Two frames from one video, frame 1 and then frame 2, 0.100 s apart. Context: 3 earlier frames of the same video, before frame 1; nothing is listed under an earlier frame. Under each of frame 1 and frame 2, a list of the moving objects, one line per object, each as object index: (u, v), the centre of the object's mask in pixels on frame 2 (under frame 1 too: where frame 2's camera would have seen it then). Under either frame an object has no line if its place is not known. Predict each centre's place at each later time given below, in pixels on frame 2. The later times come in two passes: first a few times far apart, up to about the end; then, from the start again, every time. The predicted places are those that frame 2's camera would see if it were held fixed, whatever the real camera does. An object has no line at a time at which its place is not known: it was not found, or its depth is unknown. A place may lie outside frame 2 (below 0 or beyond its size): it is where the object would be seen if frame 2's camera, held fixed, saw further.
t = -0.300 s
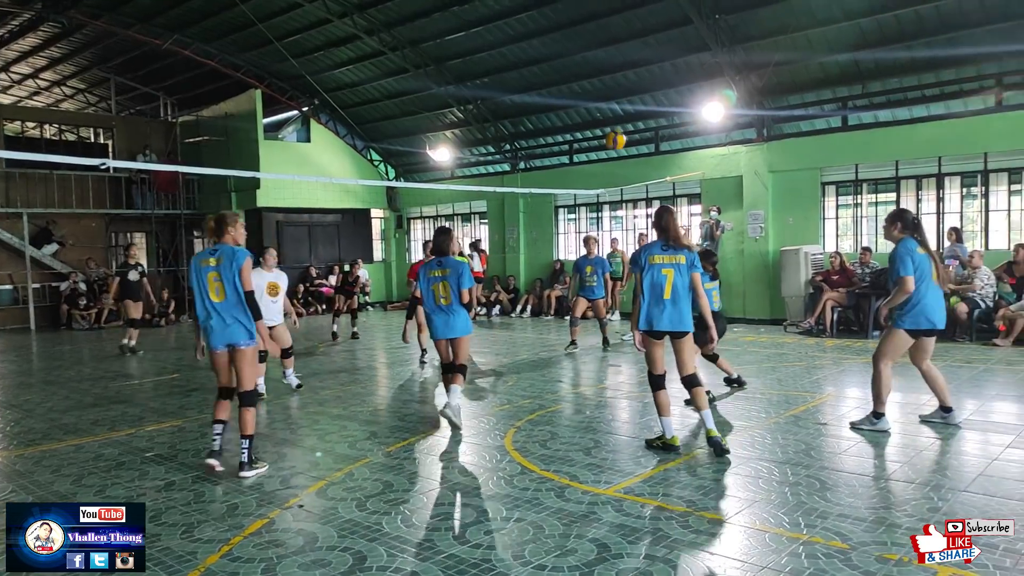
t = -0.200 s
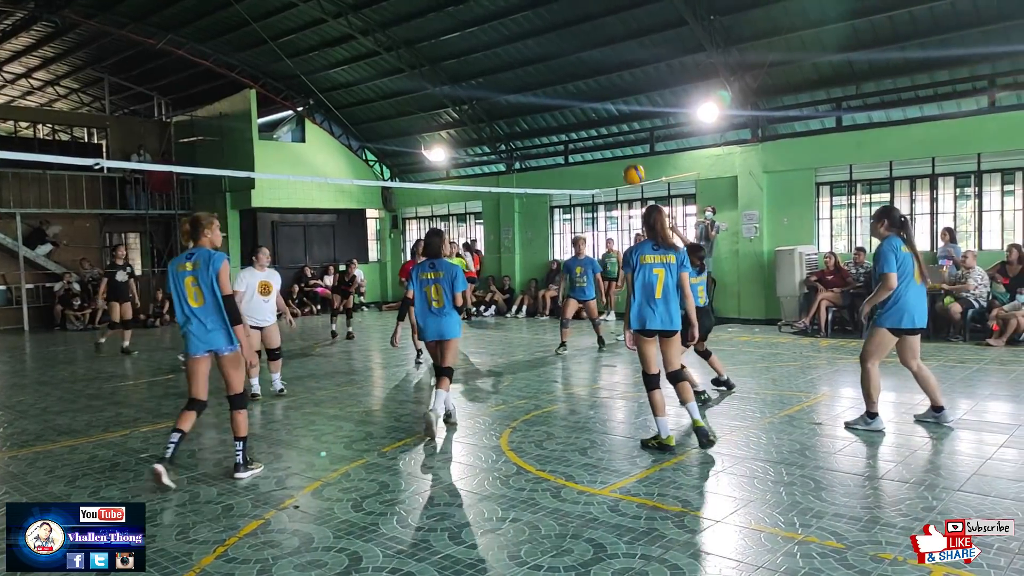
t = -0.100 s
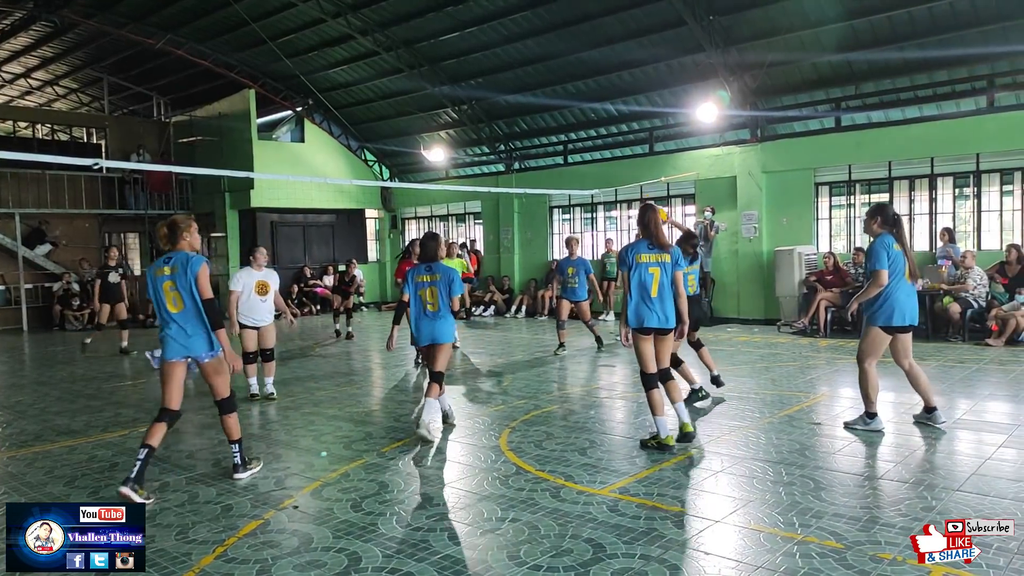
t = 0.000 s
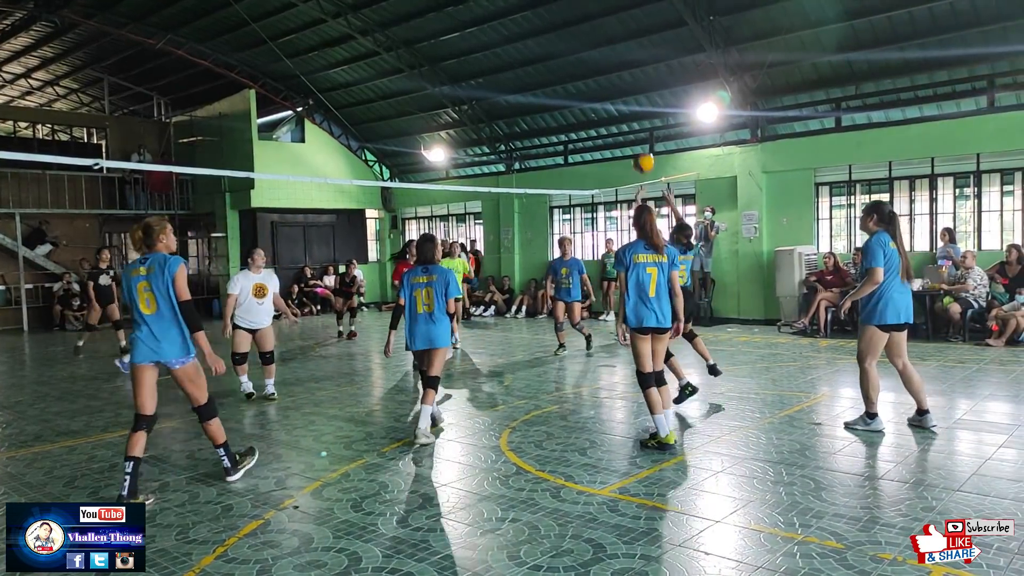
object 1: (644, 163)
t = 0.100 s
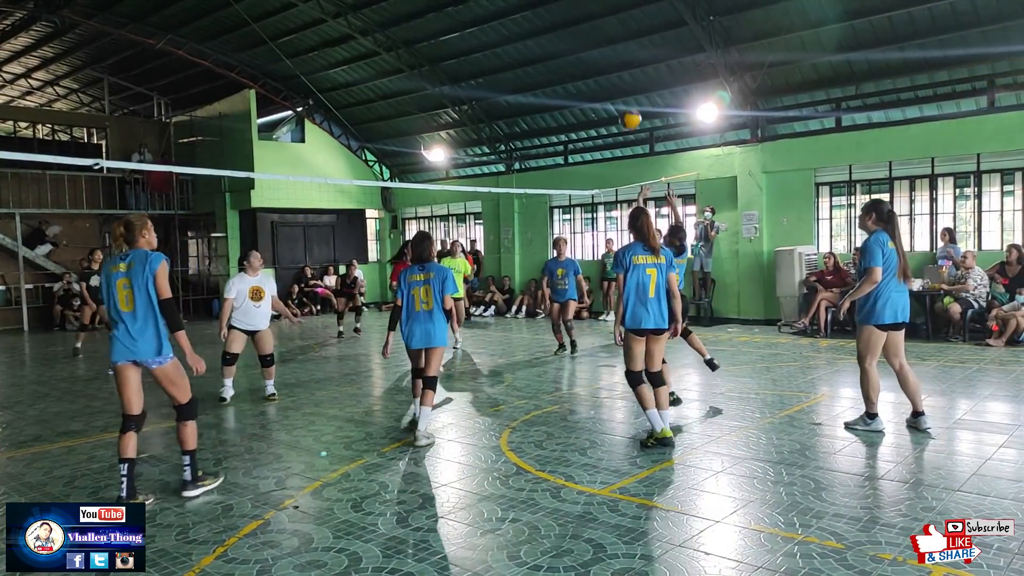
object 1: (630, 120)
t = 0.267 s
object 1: (610, 72)
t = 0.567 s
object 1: (578, 55)
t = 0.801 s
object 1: (558, 96)
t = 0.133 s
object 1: (626, 107)
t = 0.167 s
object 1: (622, 96)
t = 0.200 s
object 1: (618, 88)
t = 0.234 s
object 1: (614, 79)
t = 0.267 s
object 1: (610, 72)
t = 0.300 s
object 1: (607, 66)
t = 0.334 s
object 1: (601, 59)
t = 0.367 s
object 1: (599, 57)
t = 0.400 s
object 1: (596, 54)
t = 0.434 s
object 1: (592, 52)
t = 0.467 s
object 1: (587, 51)
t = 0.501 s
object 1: (584, 51)
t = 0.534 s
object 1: (581, 53)
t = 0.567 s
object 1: (578, 55)
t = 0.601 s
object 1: (575, 59)
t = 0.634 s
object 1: (572, 63)
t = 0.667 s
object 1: (569, 68)
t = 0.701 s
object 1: (566, 74)
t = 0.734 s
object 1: (564, 80)
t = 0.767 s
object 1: (561, 87)
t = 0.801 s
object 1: (558, 96)
